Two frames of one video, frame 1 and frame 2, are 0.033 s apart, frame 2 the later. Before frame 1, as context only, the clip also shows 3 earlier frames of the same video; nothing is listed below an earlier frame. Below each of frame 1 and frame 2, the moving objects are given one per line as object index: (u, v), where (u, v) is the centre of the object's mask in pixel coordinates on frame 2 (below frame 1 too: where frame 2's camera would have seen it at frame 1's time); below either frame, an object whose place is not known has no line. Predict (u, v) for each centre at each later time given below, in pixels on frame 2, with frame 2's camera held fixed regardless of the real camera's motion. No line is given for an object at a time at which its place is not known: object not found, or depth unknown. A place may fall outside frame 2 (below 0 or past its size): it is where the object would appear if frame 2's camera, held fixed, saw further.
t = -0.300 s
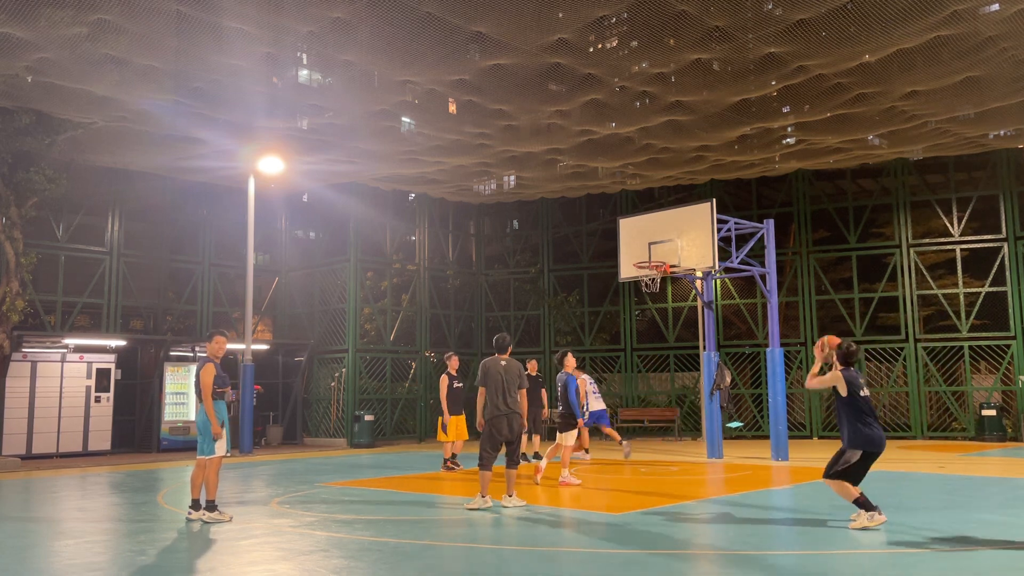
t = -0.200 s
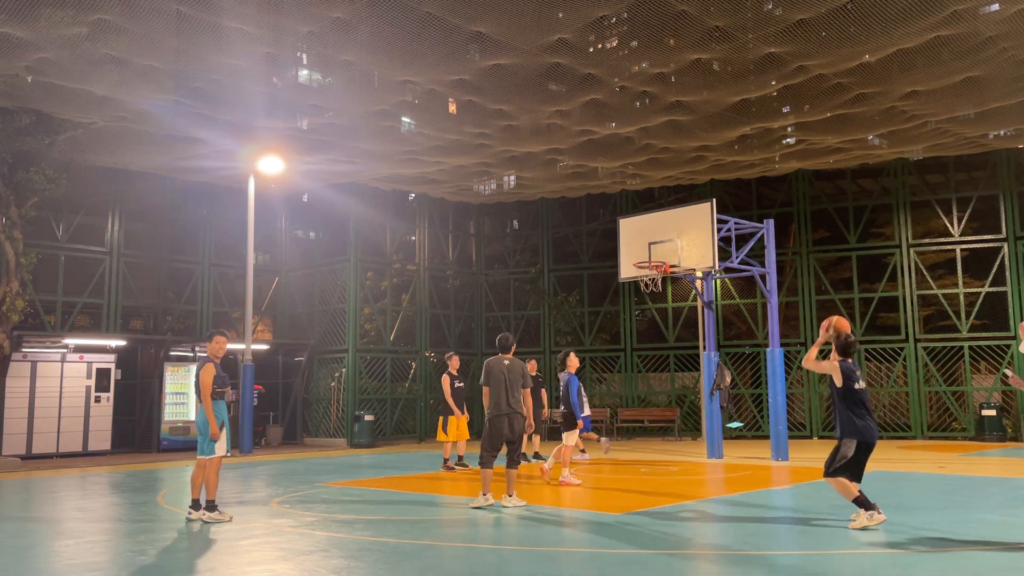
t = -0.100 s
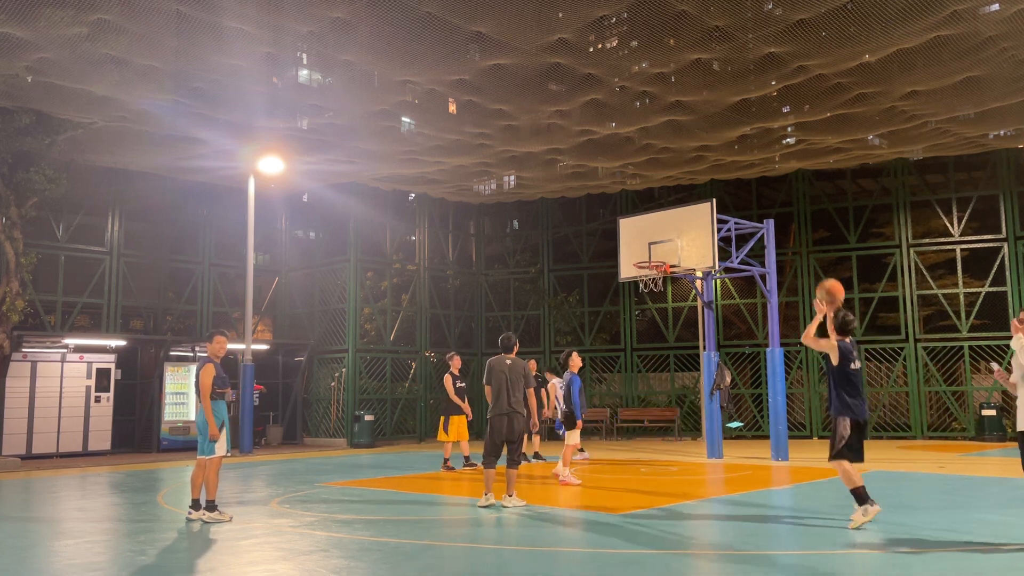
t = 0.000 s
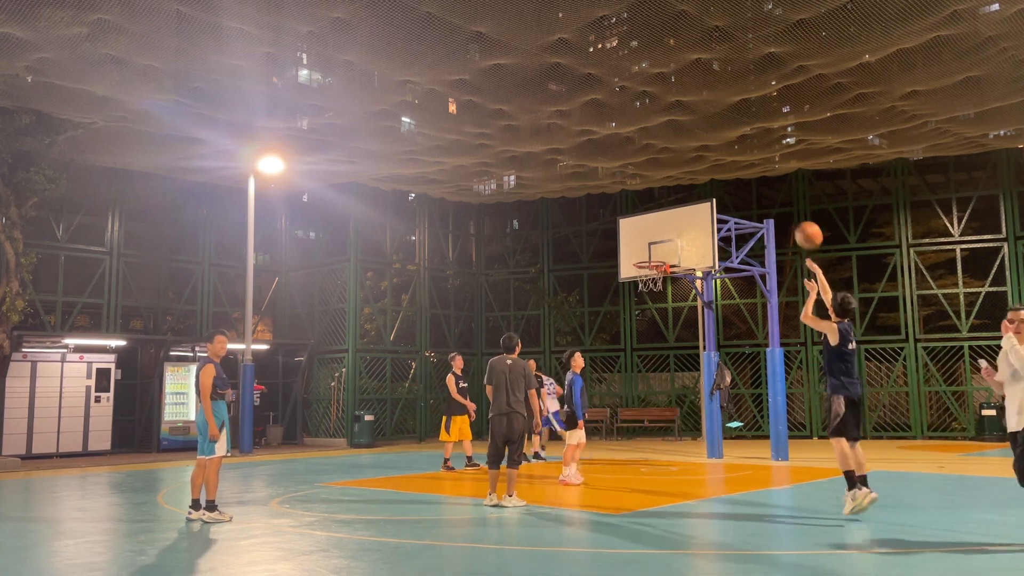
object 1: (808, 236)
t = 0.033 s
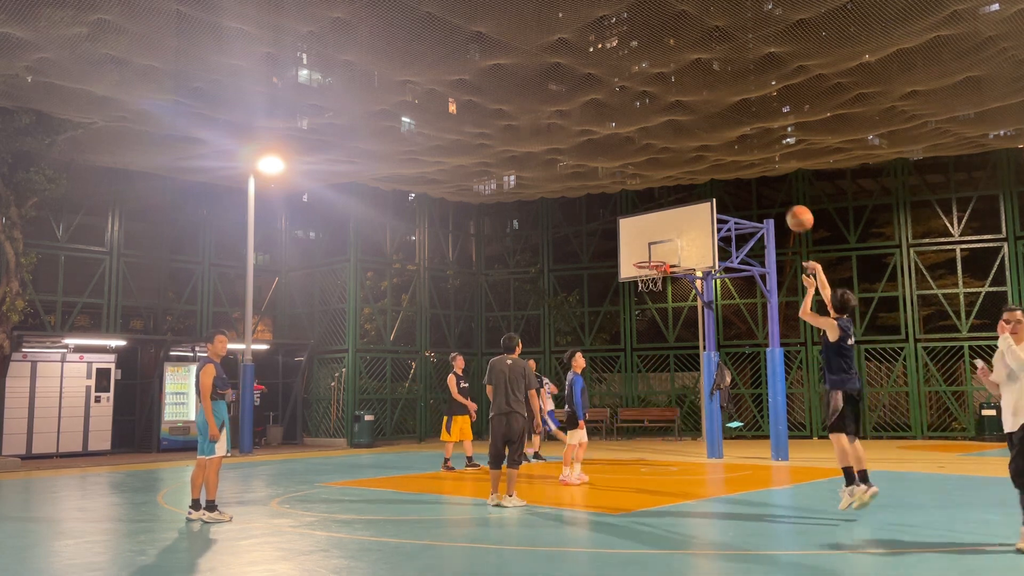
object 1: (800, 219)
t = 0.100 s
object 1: (784, 191)
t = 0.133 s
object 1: (776, 180)
